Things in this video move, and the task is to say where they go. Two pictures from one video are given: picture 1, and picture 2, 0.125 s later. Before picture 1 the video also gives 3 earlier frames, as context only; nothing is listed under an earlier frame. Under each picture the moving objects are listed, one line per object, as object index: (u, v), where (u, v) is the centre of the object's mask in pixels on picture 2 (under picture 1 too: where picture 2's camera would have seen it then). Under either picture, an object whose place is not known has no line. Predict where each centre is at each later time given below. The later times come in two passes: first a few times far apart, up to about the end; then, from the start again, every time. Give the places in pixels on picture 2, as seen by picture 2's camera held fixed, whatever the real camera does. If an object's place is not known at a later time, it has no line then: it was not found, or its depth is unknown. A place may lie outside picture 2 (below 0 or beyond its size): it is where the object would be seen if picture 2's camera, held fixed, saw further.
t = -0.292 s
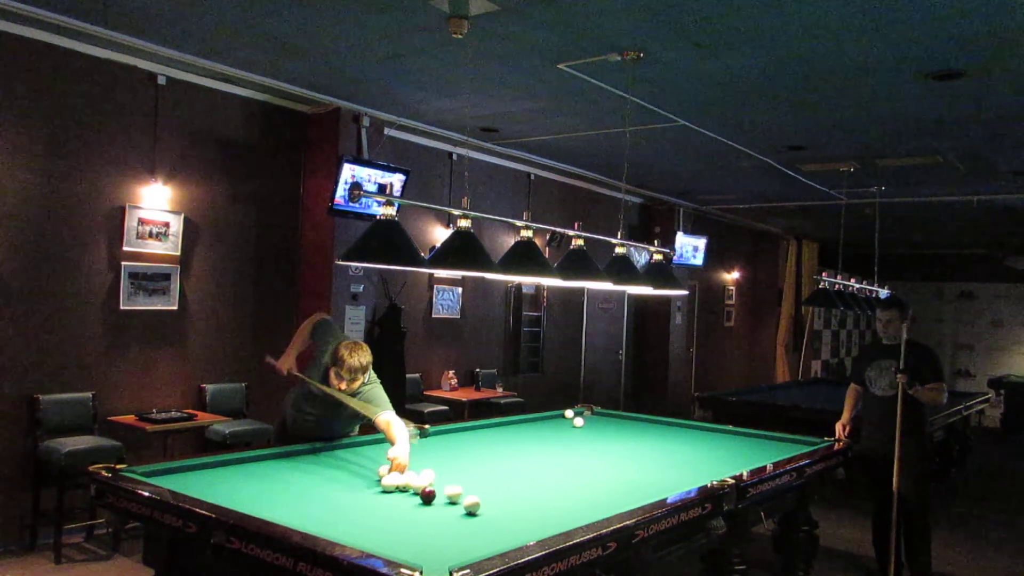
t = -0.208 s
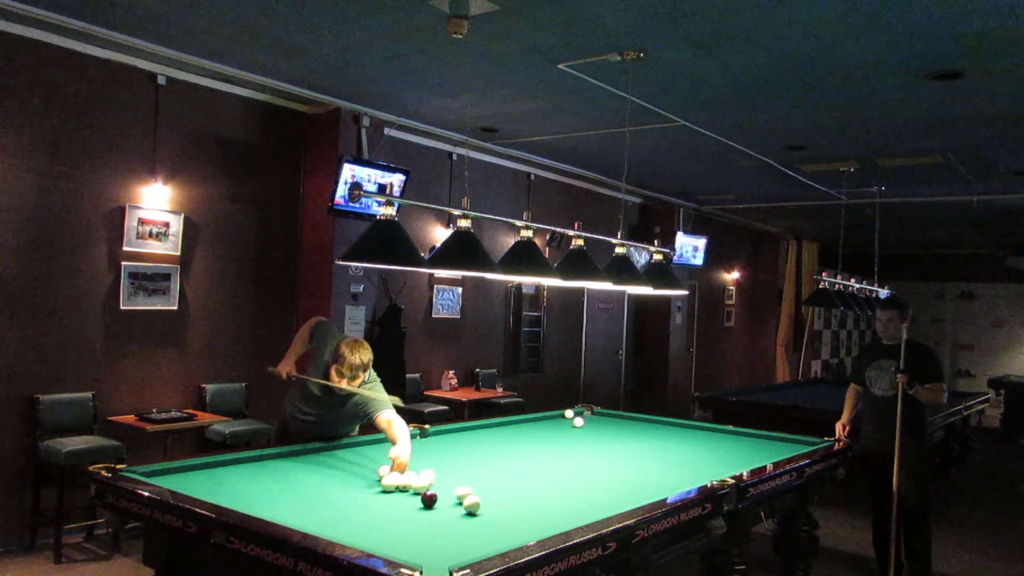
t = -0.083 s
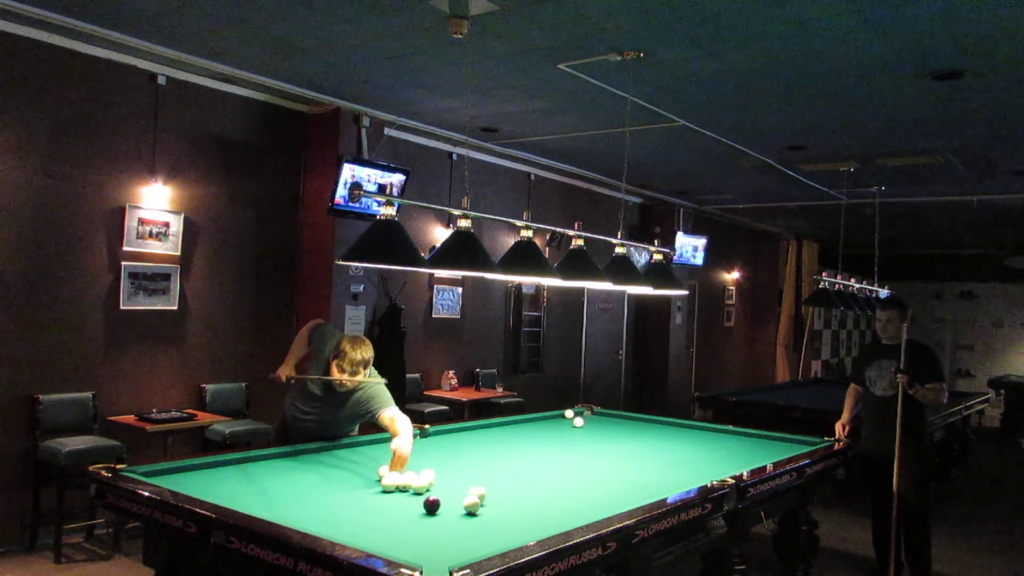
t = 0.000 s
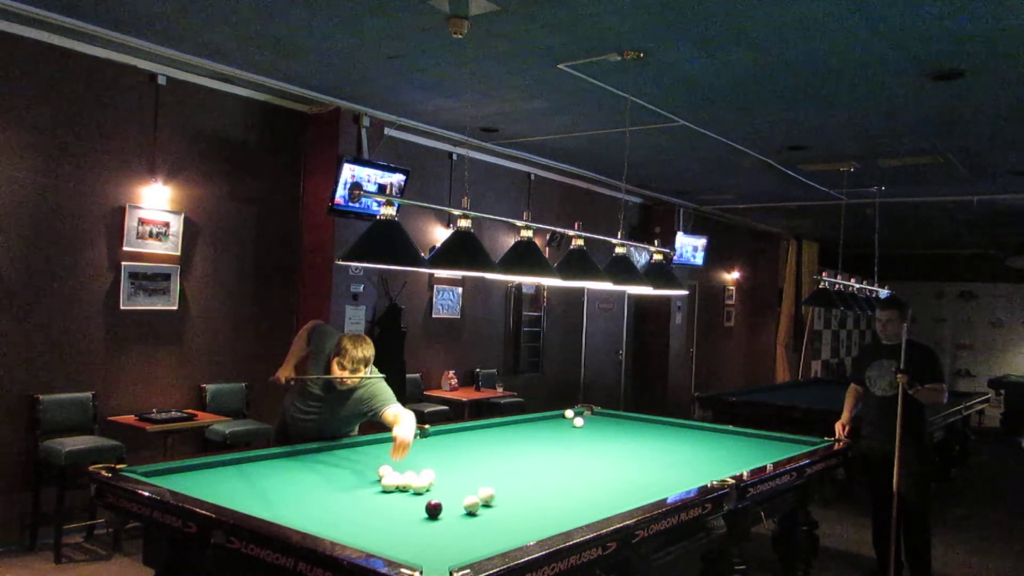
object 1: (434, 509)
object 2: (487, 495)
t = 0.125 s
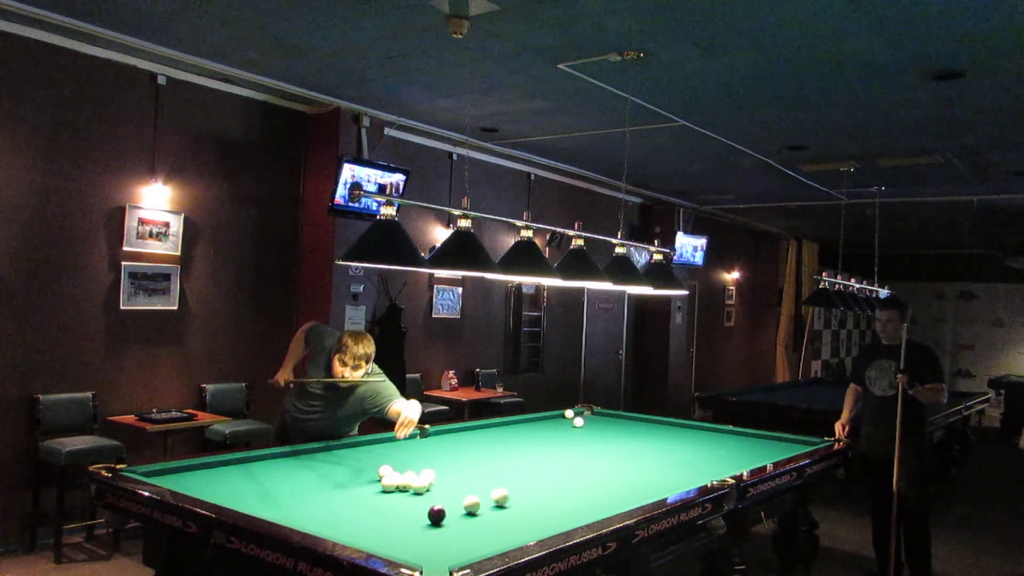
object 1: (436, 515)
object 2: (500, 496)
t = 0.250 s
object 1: (439, 522)
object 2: (513, 497)
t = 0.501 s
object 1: (446, 536)
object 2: (539, 499)
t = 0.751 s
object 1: (453, 551)
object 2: (564, 502)
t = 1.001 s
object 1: (445, 560)
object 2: (588, 504)
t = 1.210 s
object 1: (420, 558)
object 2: (607, 504)
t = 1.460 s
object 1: (406, 553)
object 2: (620, 503)
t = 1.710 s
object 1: (400, 548)
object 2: (615, 502)
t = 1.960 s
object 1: (395, 543)
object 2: (611, 500)
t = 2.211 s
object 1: (391, 538)
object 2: (607, 498)
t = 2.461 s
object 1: (387, 533)
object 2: (603, 496)
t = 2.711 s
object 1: (383, 529)
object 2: (599, 494)
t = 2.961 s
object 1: (379, 526)
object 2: (597, 492)
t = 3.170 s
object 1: (377, 523)
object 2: (595, 491)
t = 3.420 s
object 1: (374, 520)
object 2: (592, 490)
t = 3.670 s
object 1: (372, 517)
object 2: (591, 489)
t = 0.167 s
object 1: (437, 517)
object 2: (504, 496)
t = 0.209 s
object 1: (438, 519)
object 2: (509, 497)
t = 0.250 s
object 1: (439, 522)
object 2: (513, 497)
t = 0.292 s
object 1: (440, 524)
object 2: (518, 498)
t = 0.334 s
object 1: (441, 526)
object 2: (521, 498)
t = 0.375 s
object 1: (443, 528)
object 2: (526, 498)
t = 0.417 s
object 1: (444, 531)
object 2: (530, 499)
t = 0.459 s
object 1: (445, 533)
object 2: (535, 499)
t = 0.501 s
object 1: (446, 536)
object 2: (539, 499)
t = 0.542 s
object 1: (447, 538)
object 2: (543, 500)
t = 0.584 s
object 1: (448, 541)
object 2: (547, 500)
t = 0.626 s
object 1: (449, 543)
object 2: (551, 500)
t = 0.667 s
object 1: (451, 546)
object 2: (556, 501)
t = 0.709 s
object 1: (452, 548)
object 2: (560, 501)
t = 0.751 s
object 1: (453, 551)
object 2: (564, 502)
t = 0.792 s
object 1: (454, 553)
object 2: (567, 502)
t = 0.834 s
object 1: (455, 554)
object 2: (571, 503)
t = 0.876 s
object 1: (456, 556)
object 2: (576, 503)
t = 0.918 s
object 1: (456, 557)
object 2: (580, 503)
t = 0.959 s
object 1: (450, 559)
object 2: (584, 503)
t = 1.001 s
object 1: (445, 560)
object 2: (588, 504)
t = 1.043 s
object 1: (440, 561)
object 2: (592, 504)
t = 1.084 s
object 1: (434, 561)
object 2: (595, 504)
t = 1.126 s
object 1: (429, 560)
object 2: (599, 505)
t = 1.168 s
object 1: (425, 560)
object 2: (603, 504)
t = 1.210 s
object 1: (420, 558)
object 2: (607, 504)
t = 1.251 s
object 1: (414, 556)
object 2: (610, 504)
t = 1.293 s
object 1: (410, 556)
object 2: (613, 504)
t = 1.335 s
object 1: (409, 555)
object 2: (617, 503)
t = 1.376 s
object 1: (408, 554)
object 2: (621, 503)
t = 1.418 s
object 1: (407, 553)
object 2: (621, 503)
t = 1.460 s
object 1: (406, 553)
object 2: (620, 503)
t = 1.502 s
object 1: (405, 552)
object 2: (619, 503)
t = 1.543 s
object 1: (404, 551)
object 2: (619, 503)
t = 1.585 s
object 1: (403, 550)
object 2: (618, 503)
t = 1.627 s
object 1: (402, 550)
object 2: (617, 502)
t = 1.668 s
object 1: (401, 549)
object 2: (616, 502)
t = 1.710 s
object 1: (400, 548)
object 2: (615, 502)
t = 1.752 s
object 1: (399, 547)
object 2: (614, 502)
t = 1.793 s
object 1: (399, 547)
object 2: (614, 502)
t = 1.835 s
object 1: (398, 545)
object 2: (613, 501)
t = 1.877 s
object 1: (397, 545)
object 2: (612, 501)
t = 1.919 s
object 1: (396, 544)
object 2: (611, 500)
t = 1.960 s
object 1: (395, 543)
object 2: (611, 500)
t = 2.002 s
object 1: (394, 542)
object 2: (610, 500)
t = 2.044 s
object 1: (394, 541)
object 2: (609, 499)
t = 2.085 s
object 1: (393, 541)
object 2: (608, 499)
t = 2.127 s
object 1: (392, 540)
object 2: (608, 498)
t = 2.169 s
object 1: (392, 539)
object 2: (607, 498)
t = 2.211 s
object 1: (391, 538)
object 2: (607, 498)
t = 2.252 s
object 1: (390, 537)
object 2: (606, 497)
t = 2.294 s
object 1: (390, 536)
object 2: (605, 497)
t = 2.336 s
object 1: (389, 536)
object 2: (605, 496)
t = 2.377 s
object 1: (388, 535)
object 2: (604, 496)
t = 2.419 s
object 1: (387, 534)
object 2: (604, 496)
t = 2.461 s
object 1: (387, 533)
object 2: (603, 496)
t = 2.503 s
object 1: (386, 532)
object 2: (602, 495)
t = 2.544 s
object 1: (385, 532)
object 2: (602, 495)
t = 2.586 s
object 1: (385, 531)
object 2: (601, 495)
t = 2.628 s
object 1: (384, 531)
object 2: (601, 494)
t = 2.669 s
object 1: (384, 530)
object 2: (600, 494)
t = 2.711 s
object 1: (383, 529)
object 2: (599, 494)
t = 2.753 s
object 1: (382, 529)
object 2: (599, 493)
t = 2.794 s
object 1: (381, 528)
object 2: (598, 493)
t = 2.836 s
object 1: (381, 527)
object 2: (598, 493)
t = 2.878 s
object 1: (380, 527)
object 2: (597, 493)
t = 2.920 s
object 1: (380, 526)
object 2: (597, 492)
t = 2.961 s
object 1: (379, 526)
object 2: (597, 492)
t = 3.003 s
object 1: (379, 525)
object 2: (596, 492)
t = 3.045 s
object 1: (378, 525)
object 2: (596, 491)
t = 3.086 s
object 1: (378, 524)
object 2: (595, 491)
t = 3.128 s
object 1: (377, 523)
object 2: (595, 491)
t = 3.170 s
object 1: (377, 523)
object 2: (595, 491)
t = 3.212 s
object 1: (376, 523)
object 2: (594, 491)
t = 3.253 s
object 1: (376, 522)
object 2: (594, 491)
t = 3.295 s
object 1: (375, 522)
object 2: (593, 491)
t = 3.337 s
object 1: (375, 521)
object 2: (593, 490)
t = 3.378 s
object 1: (375, 521)
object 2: (593, 490)
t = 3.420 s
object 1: (374, 520)
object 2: (592, 490)
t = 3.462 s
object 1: (374, 520)
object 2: (592, 490)
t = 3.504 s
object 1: (373, 519)
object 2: (592, 490)
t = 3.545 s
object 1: (373, 519)
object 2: (592, 490)
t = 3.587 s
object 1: (373, 518)
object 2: (591, 489)
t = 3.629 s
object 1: (372, 518)
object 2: (591, 489)
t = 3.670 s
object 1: (372, 517)
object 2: (591, 489)
